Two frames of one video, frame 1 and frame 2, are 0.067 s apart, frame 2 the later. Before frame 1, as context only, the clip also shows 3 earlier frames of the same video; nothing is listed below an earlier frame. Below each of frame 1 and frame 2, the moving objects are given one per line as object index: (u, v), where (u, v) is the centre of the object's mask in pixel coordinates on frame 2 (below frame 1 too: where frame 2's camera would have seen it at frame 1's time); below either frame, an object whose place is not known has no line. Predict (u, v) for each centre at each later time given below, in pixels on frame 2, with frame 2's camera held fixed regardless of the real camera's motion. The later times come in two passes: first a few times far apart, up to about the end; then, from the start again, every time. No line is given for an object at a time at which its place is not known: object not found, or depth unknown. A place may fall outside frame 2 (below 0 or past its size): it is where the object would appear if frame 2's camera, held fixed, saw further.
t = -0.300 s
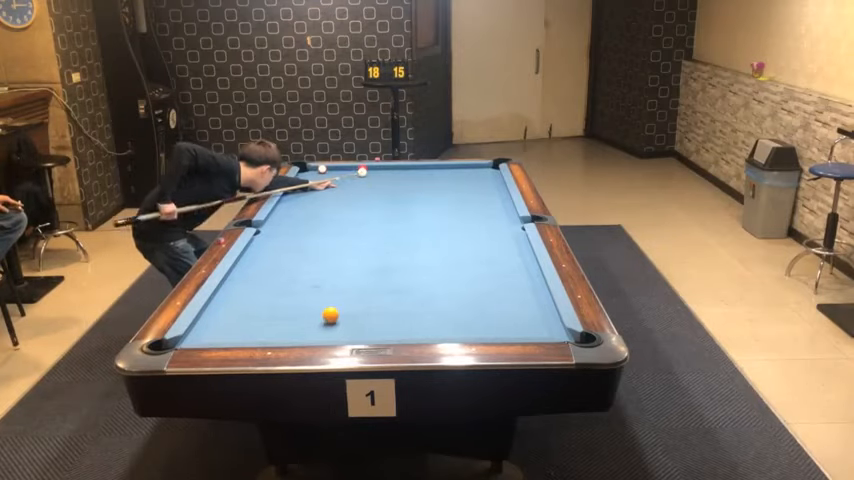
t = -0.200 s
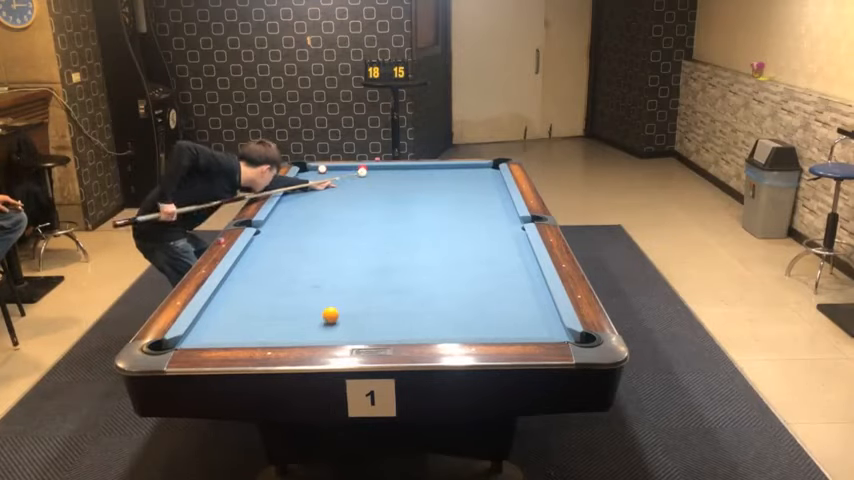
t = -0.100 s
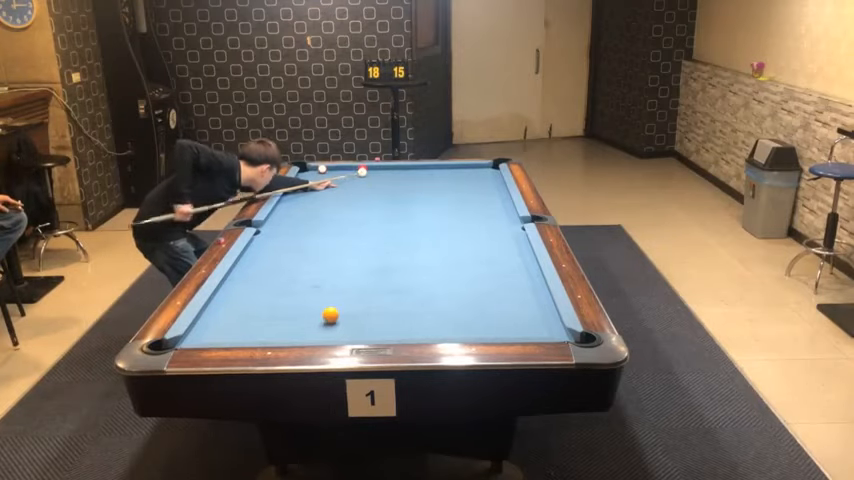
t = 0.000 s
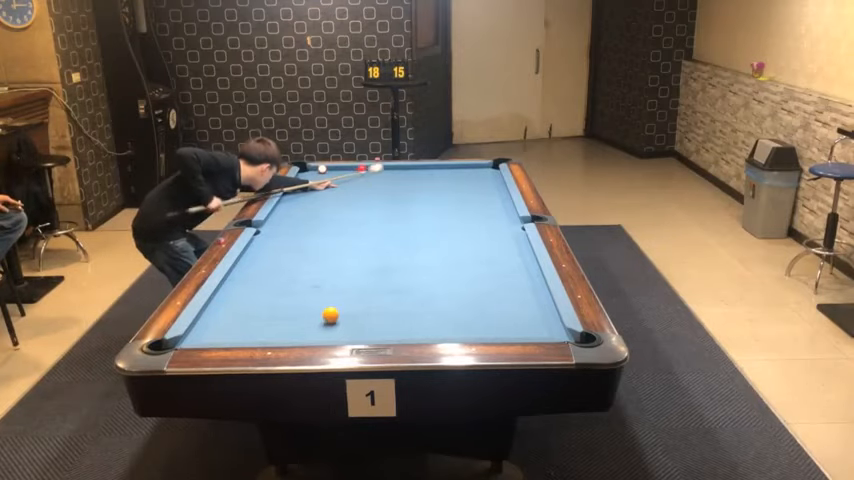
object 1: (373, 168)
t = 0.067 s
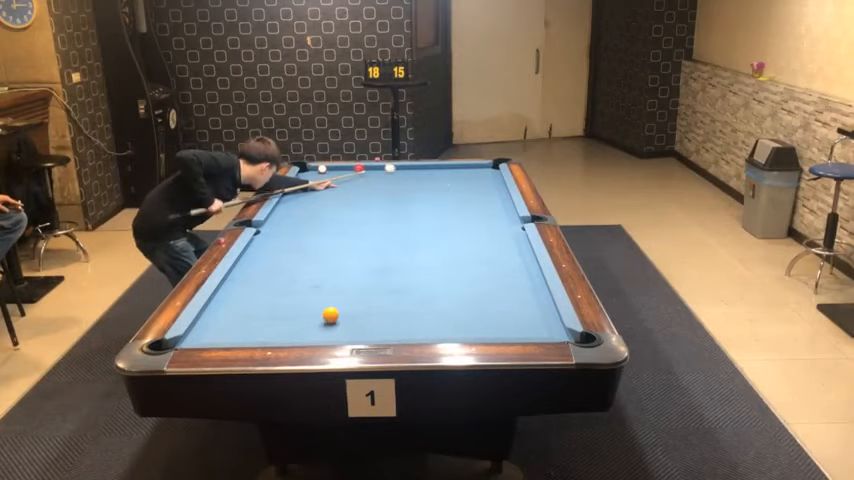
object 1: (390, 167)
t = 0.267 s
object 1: (413, 175)
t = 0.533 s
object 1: (447, 186)
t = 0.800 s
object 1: (484, 197)
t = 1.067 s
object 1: (503, 209)
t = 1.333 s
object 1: (487, 224)
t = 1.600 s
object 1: (469, 238)
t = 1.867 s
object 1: (449, 255)
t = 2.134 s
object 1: (426, 273)
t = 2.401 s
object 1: (402, 295)
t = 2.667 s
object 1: (374, 317)
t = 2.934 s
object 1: (343, 334)
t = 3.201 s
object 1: (316, 323)
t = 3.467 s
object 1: (291, 311)
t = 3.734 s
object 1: (270, 300)
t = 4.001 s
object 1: (251, 290)
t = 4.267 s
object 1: (234, 282)
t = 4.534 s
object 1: (240, 274)
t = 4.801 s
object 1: (254, 269)
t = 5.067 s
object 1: (267, 264)
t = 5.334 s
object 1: (278, 260)
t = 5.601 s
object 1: (287, 257)
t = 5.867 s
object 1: (296, 253)
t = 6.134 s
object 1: (303, 251)
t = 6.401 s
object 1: (309, 249)
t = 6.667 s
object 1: (313, 247)
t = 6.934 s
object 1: (317, 246)
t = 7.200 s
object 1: (319, 245)
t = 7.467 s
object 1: (321, 244)
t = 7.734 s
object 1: (321, 244)
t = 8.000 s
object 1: (321, 244)
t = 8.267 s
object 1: (321, 244)
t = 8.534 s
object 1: (321, 244)
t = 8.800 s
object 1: (321, 244)
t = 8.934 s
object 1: (321, 244)
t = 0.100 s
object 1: (394, 169)
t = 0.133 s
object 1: (398, 171)
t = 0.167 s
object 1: (402, 172)
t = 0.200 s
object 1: (406, 173)
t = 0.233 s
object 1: (410, 174)
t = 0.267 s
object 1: (413, 175)
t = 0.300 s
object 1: (417, 177)
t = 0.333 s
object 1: (422, 178)
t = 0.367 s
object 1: (426, 180)
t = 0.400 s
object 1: (430, 181)
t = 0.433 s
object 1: (434, 182)
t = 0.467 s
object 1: (438, 183)
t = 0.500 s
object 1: (443, 184)
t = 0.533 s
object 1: (447, 186)
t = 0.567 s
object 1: (451, 187)
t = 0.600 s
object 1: (456, 188)
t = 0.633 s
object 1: (460, 190)
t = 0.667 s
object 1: (465, 191)
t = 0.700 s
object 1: (469, 192)
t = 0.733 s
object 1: (474, 194)
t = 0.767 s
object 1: (479, 196)
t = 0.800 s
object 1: (484, 197)
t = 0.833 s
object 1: (488, 199)
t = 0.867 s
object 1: (493, 200)
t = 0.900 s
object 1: (498, 202)
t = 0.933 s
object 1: (503, 203)
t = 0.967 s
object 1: (507, 204)
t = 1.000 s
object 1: (507, 206)
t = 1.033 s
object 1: (505, 207)
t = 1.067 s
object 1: (503, 209)
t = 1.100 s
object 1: (501, 211)
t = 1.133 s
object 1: (500, 213)
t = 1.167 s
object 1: (497, 214)
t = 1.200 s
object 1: (495, 216)
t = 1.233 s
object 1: (493, 218)
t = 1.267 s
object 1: (491, 220)
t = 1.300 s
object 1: (489, 222)
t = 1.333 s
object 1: (487, 224)
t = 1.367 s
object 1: (485, 225)
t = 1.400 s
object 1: (482, 227)
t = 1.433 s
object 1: (480, 229)
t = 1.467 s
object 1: (478, 231)
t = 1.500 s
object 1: (475, 233)
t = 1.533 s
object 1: (473, 235)
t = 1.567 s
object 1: (471, 237)
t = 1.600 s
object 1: (469, 238)
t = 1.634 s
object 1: (466, 240)
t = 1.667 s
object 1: (464, 242)
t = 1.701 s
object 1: (461, 244)
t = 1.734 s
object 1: (459, 247)
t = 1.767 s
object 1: (456, 249)
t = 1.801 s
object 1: (454, 251)
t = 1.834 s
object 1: (451, 253)
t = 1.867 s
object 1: (449, 255)
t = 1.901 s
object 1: (446, 258)
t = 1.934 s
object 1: (444, 260)
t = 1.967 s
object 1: (441, 263)
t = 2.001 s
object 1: (438, 265)
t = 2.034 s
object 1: (435, 267)
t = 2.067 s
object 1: (432, 269)
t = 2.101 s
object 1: (429, 271)
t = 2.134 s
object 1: (426, 273)
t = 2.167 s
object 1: (424, 276)
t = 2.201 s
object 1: (421, 279)
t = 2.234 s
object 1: (418, 281)
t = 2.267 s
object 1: (415, 283)
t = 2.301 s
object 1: (411, 286)
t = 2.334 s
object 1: (408, 289)
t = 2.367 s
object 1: (405, 291)
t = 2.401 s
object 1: (402, 295)
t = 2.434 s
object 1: (398, 297)
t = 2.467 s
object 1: (395, 300)
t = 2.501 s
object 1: (392, 302)
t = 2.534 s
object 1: (388, 305)
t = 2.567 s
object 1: (385, 308)
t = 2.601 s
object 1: (382, 311)
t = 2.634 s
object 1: (378, 314)
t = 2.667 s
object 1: (374, 317)
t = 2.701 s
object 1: (370, 320)
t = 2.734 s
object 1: (366, 323)
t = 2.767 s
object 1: (362, 327)
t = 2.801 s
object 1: (359, 329)
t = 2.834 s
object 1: (355, 330)
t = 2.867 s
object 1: (351, 333)
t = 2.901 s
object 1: (347, 335)
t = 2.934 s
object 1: (343, 334)
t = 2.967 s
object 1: (340, 333)
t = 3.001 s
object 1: (337, 332)
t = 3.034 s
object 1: (333, 331)
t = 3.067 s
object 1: (329, 329)
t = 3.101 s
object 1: (326, 329)
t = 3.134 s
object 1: (322, 328)
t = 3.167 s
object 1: (319, 326)
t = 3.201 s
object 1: (316, 323)
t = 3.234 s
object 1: (313, 322)
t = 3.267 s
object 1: (310, 320)
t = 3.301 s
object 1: (306, 319)
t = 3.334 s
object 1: (303, 317)
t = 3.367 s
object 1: (301, 316)
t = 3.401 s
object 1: (298, 314)
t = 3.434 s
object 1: (295, 313)
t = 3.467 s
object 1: (291, 311)
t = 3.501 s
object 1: (289, 310)
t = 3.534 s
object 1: (287, 309)
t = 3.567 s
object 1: (283, 307)
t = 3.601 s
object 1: (281, 306)
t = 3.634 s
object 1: (278, 304)
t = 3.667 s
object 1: (275, 303)
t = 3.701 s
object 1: (273, 302)
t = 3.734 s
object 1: (270, 300)
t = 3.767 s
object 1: (268, 299)
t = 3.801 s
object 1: (265, 298)
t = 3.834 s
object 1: (263, 296)
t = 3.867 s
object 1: (260, 295)
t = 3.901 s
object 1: (258, 294)
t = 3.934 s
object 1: (256, 293)
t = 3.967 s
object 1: (253, 291)
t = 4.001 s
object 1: (251, 290)
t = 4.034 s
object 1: (249, 289)
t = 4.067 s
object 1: (247, 288)
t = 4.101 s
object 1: (244, 287)
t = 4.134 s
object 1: (242, 286)
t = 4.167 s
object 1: (240, 285)
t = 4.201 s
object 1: (238, 284)
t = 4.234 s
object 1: (236, 283)
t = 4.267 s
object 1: (234, 282)
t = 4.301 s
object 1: (232, 280)
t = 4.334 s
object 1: (230, 279)
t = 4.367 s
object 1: (231, 279)
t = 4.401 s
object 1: (233, 278)
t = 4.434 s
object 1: (235, 277)
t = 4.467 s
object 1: (237, 276)
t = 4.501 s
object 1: (238, 275)
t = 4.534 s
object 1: (240, 274)
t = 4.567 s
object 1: (242, 274)
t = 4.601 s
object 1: (245, 273)
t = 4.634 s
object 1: (246, 273)
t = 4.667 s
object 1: (248, 272)
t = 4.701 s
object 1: (250, 271)
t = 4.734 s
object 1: (251, 270)
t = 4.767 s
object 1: (253, 270)
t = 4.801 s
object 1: (254, 269)
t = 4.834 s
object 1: (256, 269)
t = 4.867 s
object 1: (258, 268)
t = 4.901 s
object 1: (260, 267)
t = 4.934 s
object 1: (261, 267)
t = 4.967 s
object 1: (263, 266)
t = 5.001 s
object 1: (264, 265)
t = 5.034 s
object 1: (266, 265)
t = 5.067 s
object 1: (267, 264)
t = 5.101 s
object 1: (268, 264)
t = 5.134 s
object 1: (270, 263)
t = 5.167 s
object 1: (272, 263)
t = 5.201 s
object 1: (273, 262)
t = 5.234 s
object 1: (274, 262)
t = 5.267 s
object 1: (276, 261)
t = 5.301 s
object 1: (277, 260)
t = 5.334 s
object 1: (278, 260)
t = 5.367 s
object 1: (279, 259)
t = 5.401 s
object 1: (280, 259)
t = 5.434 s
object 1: (282, 259)
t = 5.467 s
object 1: (283, 258)
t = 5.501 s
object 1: (284, 258)
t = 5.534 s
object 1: (285, 258)
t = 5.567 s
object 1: (286, 257)
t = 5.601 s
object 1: (287, 257)
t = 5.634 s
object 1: (289, 256)
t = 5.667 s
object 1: (290, 256)
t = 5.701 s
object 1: (291, 255)
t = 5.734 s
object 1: (292, 255)
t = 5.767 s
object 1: (293, 254)
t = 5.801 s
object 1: (294, 254)
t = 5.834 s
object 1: (295, 254)
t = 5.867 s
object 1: (296, 253)
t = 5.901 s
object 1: (297, 253)
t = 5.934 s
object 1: (298, 253)
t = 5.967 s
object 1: (299, 252)
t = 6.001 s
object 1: (300, 252)
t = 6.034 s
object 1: (301, 252)
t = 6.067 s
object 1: (302, 251)
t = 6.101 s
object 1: (302, 251)
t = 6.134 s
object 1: (303, 251)
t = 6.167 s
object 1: (304, 251)
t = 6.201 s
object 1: (305, 250)
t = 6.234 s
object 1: (306, 250)
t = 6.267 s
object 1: (306, 250)
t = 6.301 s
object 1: (307, 249)
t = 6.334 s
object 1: (308, 249)
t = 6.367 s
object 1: (308, 249)
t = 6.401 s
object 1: (309, 249)
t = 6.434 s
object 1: (309, 248)
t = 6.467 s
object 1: (310, 248)
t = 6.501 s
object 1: (311, 248)
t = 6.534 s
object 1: (311, 248)
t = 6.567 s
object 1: (311, 248)
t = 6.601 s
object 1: (312, 247)
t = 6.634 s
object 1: (313, 247)
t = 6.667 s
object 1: (313, 247)
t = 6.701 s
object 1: (314, 247)
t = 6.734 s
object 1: (314, 247)
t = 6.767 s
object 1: (315, 246)
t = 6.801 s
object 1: (315, 246)
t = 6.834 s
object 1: (316, 246)
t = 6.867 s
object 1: (316, 246)
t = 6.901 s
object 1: (317, 246)
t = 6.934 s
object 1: (317, 246)
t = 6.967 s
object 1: (317, 246)
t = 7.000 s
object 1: (317, 246)
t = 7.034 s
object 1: (318, 246)
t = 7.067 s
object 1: (318, 246)
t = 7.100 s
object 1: (318, 245)
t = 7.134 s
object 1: (318, 245)
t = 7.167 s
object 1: (319, 245)
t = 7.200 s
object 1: (319, 245)
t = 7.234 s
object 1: (319, 245)
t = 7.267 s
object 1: (319, 245)
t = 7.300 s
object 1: (320, 245)
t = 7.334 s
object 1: (320, 245)
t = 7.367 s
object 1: (320, 245)
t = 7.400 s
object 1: (320, 245)
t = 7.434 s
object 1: (320, 244)
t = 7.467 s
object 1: (321, 244)
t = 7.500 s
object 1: (321, 244)
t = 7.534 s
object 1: (321, 244)
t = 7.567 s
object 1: (321, 244)
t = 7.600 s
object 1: (321, 244)
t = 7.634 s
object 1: (321, 244)
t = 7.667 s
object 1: (321, 244)
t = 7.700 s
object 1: (321, 244)
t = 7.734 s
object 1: (321, 244)
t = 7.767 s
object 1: (321, 244)
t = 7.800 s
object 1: (321, 244)
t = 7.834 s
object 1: (321, 244)
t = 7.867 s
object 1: (322, 244)
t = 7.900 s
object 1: (321, 244)
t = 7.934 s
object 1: (322, 244)
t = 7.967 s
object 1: (321, 244)
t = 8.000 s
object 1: (321, 244)
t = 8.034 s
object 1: (321, 244)
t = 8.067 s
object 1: (321, 244)
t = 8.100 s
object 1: (321, 244)
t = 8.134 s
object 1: (321, 244)
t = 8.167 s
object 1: (321, 244)
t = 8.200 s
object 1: (321, 244)
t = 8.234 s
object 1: (321, 244)
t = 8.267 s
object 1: (321, 244)
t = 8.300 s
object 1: (321, 244)
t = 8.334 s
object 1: (321, 244)
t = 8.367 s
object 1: (321, 244)
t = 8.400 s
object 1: (321, 244)
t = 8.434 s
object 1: (322, 244)
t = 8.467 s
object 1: (321, 244)
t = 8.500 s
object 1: (321, 244)
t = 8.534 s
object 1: (321, 244)
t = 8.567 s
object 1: (321, 244)
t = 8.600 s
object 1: (321, 244)
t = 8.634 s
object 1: (321, 244)
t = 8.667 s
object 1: (321, 244)
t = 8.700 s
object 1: (321, 244)
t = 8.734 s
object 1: (321, 244)
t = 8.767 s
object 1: (322, 244)
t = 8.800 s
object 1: (321, 244)
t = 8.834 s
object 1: (321, 244)
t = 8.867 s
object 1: (321, 244)
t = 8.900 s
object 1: (321, 244)
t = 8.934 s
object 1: (321, 244)
